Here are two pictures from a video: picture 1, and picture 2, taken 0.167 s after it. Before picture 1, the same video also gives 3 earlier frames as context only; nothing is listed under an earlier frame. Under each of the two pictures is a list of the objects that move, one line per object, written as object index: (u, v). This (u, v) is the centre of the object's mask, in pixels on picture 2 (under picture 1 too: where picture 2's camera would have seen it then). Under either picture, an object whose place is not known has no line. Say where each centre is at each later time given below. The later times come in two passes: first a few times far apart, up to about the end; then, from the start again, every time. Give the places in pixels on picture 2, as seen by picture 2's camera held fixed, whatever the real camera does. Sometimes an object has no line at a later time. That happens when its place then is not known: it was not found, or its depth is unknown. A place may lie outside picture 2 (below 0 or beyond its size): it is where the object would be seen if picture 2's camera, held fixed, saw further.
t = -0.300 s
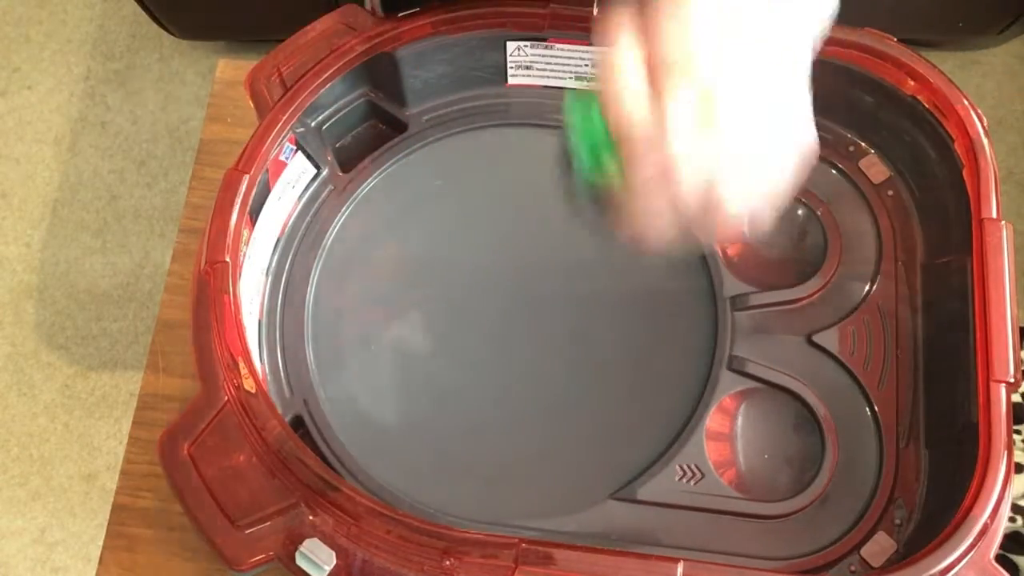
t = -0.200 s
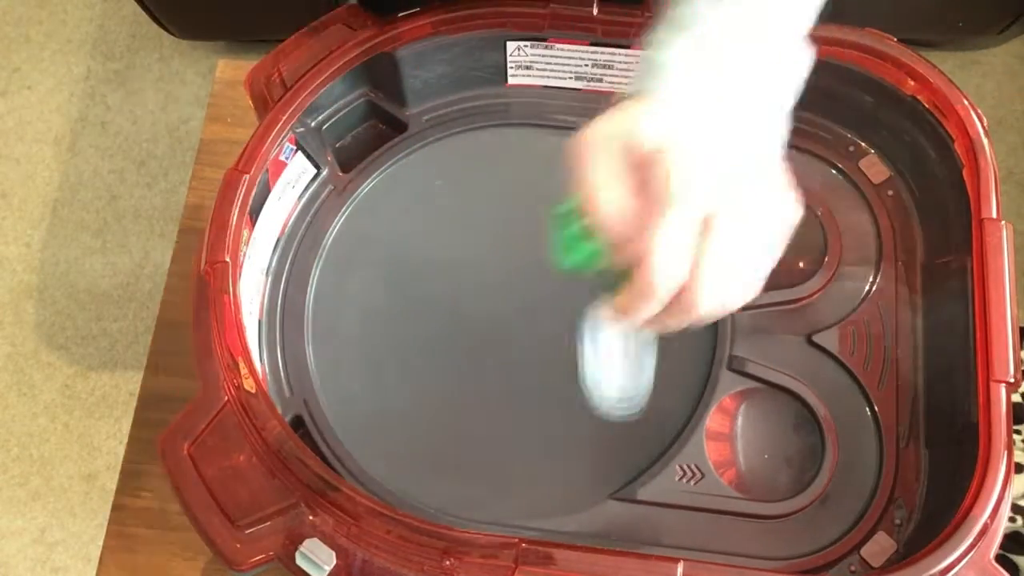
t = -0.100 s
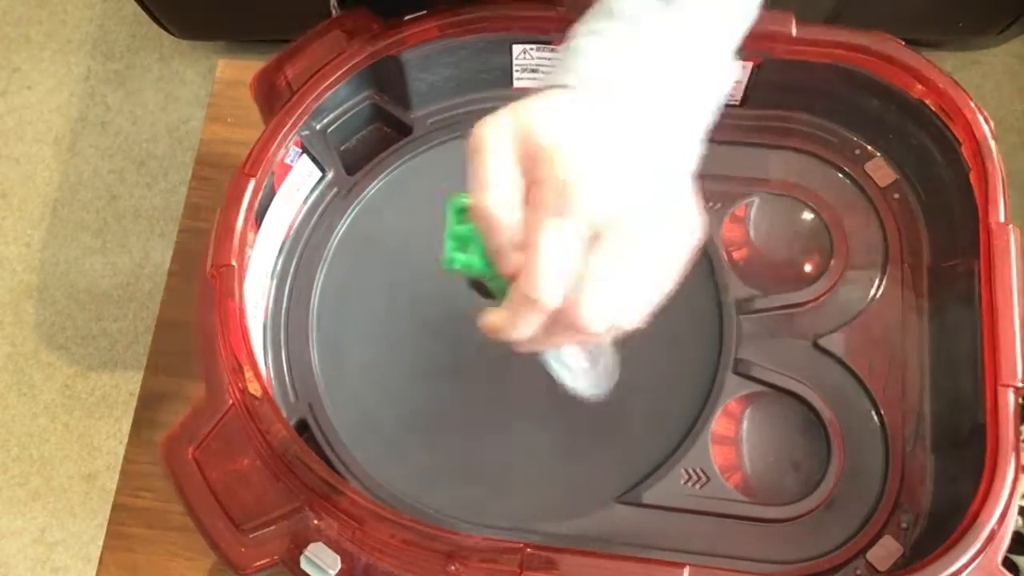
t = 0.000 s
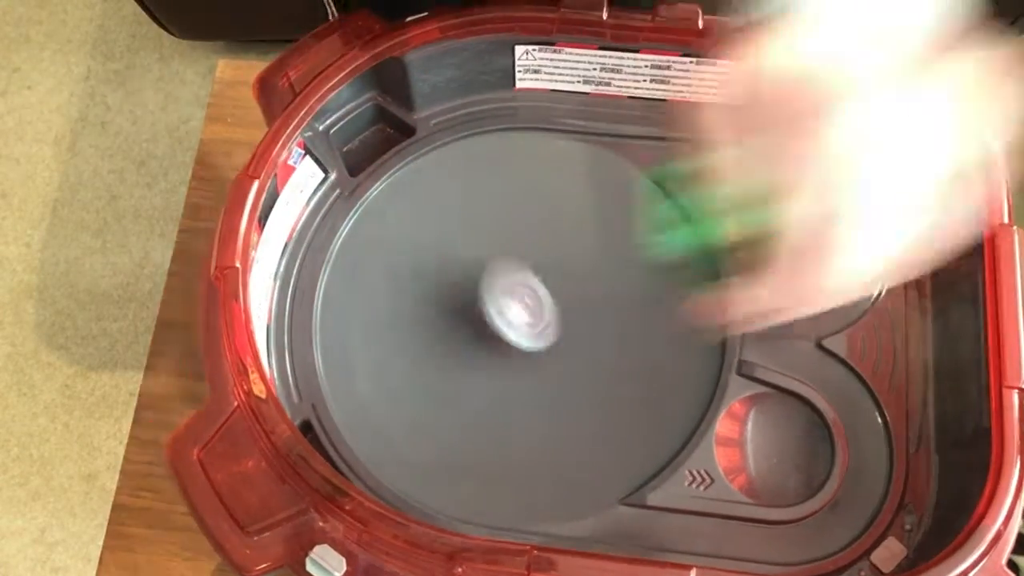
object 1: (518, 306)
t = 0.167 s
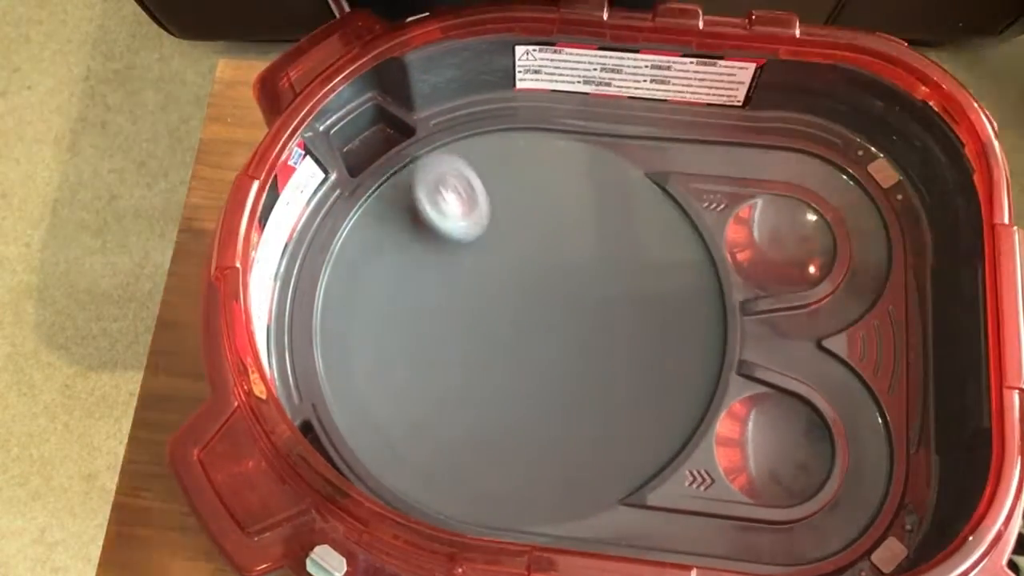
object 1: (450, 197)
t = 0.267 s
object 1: (422, 143)
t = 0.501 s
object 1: (353, 128)
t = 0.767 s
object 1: (373, 164)
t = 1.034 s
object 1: (503, 391)
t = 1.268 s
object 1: (567, 416)
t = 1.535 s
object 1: (602, 393)
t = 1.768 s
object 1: (608, 359)
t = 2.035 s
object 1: (585, 310)
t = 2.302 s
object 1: (549, 270)
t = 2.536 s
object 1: (521, 249)
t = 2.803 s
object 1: (505, 247)
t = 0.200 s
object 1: (441, 177)
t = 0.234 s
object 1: (431, 160)
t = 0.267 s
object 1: (422, 143)
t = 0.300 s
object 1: (415, 131)
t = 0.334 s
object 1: (406, 128)
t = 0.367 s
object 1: (397, 130)
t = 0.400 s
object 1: (386, 130)
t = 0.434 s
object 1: (371, 124)
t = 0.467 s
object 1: (360, 124)
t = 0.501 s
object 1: (353, 128)
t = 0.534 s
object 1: (357, 131)
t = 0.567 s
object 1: (358, 123)
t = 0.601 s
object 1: (364, 122)
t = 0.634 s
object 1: (368, 113)
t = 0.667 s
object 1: (368, 122)
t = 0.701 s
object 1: (359, 121)
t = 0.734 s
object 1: (364, 138)
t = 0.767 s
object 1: (373, 164)
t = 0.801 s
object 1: (386, 199)
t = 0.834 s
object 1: (401, 229)
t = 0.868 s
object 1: (415, 260)
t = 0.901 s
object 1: (433, 295)
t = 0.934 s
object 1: (450, 322)
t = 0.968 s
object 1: (469, 350)
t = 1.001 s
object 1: (486, 372)
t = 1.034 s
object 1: (503, 391)
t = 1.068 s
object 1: (514, 404)
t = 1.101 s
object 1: (525, 412)
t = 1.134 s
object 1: (534, 416)
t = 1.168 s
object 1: (544, 417)
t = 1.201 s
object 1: (551, 418)
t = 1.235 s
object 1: (560, 417)
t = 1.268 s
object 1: (567, 416)
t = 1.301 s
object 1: (574, 414)
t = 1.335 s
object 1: (580, 413)
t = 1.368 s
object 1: (586, 410)
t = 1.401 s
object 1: (590, 407)
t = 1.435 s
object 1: (595, 404)
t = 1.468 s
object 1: (597, 401)
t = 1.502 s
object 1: (599, 397)
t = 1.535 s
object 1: (602, 393)
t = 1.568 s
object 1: (604, 389)
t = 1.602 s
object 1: (606, 385)
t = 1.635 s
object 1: (607, 380)
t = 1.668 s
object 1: (608, 376)
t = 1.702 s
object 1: (608, 370)
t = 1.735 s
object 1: (608, 365)
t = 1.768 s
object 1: (608, 359)
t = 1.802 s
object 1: (606, 354)
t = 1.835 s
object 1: (605, 347)
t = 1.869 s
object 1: (601, 341)
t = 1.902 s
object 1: (598, 334)
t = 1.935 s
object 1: (596, 328)
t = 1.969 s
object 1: (591, 322)
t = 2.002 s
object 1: (587, 315)
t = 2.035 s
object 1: (585, 310)
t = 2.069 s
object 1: (579, 304)
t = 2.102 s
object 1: (576, 299)
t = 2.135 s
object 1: (571, 293)
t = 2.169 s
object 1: (565, 288)
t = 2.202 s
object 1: (562, 284)
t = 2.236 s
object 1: (558, 279)
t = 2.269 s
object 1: (553, 275)
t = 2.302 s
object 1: (549, 270)
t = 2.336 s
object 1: (543, 266)
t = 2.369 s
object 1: (540, 262)
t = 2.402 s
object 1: (534, 259)
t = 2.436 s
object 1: (532, 255)
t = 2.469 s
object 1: (528, 253)
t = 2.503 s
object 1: (523, 251)
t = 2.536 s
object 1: (521, 249)
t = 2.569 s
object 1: (516, 248)
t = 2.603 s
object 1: (514, 247)
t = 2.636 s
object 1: (514, 247)
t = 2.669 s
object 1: (511, 247)
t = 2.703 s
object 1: (510, 246)
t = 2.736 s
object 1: (508, 246)
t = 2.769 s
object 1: (506, 247)
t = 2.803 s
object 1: (505, 247)
